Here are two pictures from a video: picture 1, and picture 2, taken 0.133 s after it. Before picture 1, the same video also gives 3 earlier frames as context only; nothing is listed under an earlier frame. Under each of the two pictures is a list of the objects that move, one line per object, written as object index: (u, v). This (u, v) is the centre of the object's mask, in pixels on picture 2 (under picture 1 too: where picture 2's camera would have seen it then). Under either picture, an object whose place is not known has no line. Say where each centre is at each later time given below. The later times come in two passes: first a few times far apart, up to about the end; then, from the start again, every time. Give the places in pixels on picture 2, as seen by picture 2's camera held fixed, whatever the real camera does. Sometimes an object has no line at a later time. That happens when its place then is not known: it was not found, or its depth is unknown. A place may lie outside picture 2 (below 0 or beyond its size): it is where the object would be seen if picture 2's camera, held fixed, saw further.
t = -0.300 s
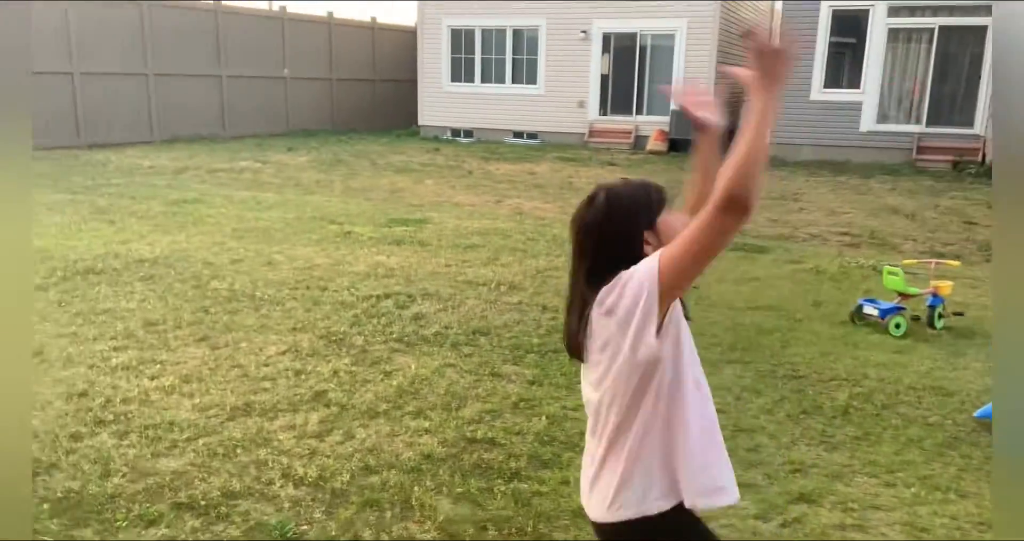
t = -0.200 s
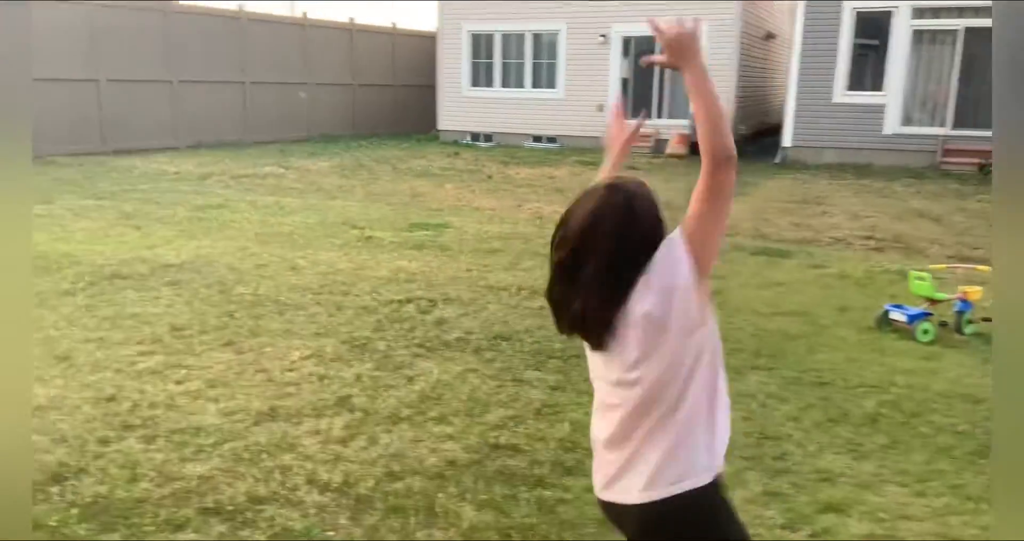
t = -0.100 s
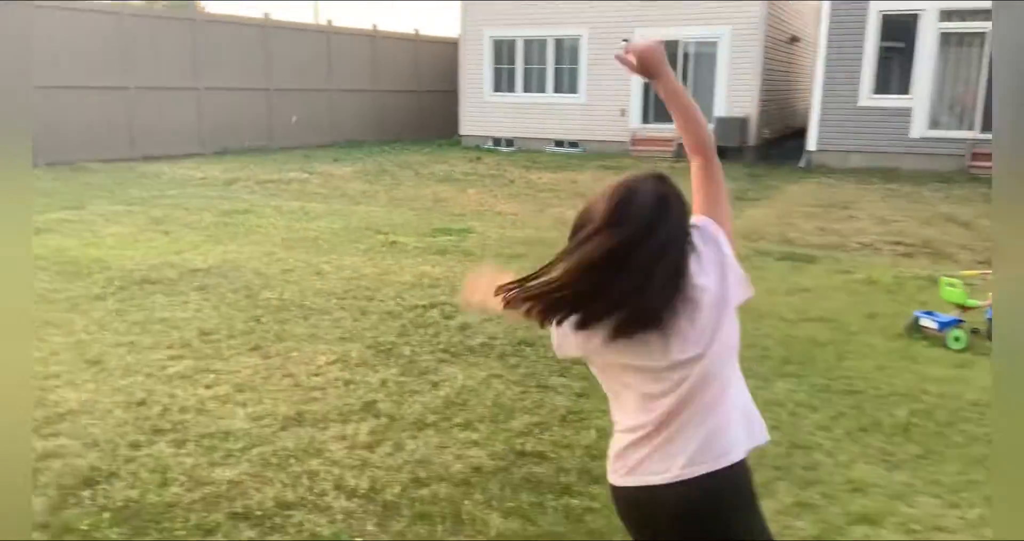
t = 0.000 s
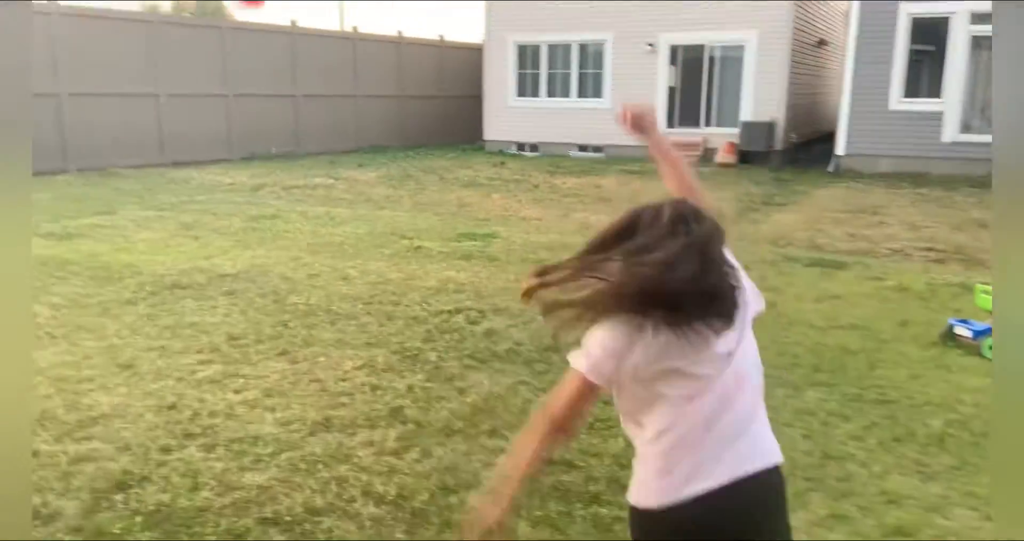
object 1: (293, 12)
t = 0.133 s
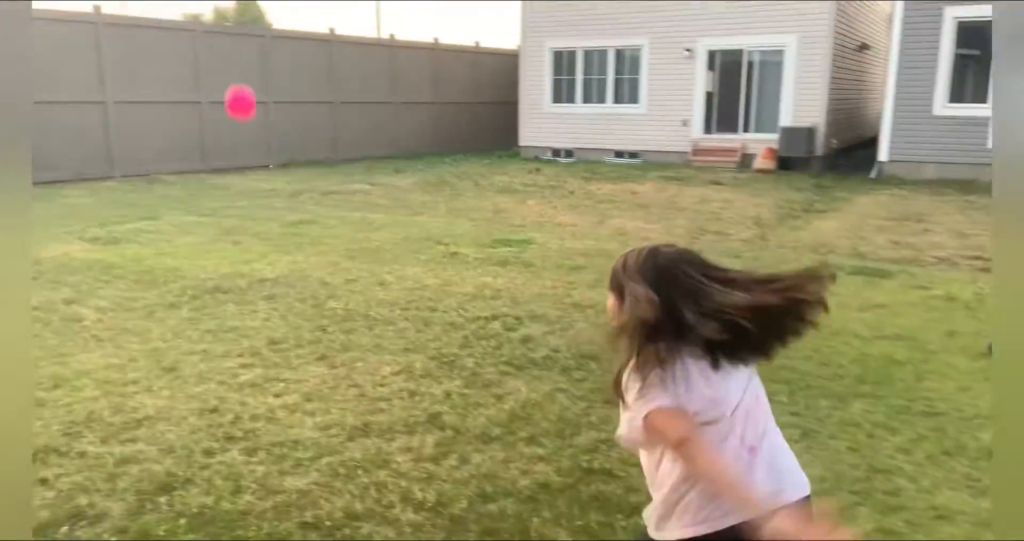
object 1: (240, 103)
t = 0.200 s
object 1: (225, 152)
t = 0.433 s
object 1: (202, 323)
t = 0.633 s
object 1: (161, 237)
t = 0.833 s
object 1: (127, 207)
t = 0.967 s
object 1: (109, 220)
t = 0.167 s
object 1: (232, 127)
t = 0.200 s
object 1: (225, 152)
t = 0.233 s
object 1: (218, 177)
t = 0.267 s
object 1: (211, 202)
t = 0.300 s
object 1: (208, 226)
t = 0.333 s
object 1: (205, 251)
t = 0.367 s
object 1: (204, 275)
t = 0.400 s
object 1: (203, 299)
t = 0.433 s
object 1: (202, 323)
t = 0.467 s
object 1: (196, 312)
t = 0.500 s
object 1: (188, 292)
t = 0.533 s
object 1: (181, 275)
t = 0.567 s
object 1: (174, 260)
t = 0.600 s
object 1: (167, 248)
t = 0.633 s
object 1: (161, 237)
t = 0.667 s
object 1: (155, 228)
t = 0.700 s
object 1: (149, 220)
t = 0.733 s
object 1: (144, 215)
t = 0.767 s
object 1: (138, 210)
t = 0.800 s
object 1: (133, 208)
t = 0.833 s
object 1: (127, 207)
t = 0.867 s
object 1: (122, 208)
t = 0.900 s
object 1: (118, 211)
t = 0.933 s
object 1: (113, 214)
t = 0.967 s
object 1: (109, 220)
